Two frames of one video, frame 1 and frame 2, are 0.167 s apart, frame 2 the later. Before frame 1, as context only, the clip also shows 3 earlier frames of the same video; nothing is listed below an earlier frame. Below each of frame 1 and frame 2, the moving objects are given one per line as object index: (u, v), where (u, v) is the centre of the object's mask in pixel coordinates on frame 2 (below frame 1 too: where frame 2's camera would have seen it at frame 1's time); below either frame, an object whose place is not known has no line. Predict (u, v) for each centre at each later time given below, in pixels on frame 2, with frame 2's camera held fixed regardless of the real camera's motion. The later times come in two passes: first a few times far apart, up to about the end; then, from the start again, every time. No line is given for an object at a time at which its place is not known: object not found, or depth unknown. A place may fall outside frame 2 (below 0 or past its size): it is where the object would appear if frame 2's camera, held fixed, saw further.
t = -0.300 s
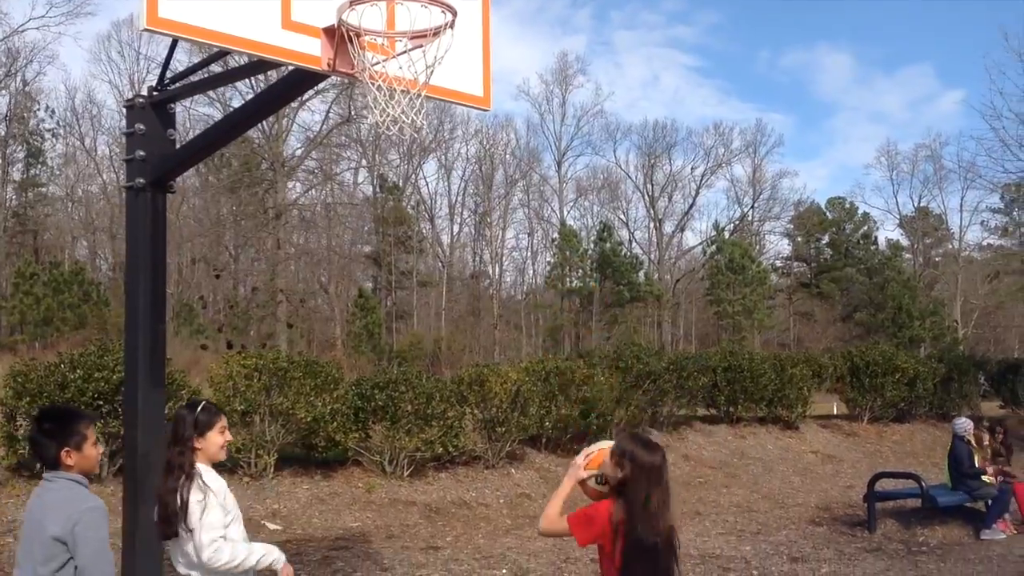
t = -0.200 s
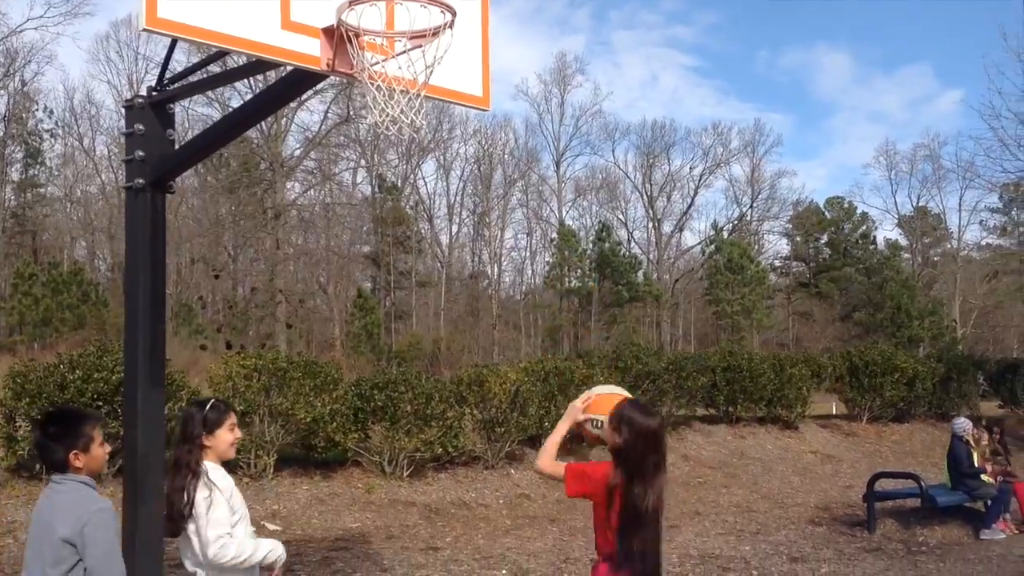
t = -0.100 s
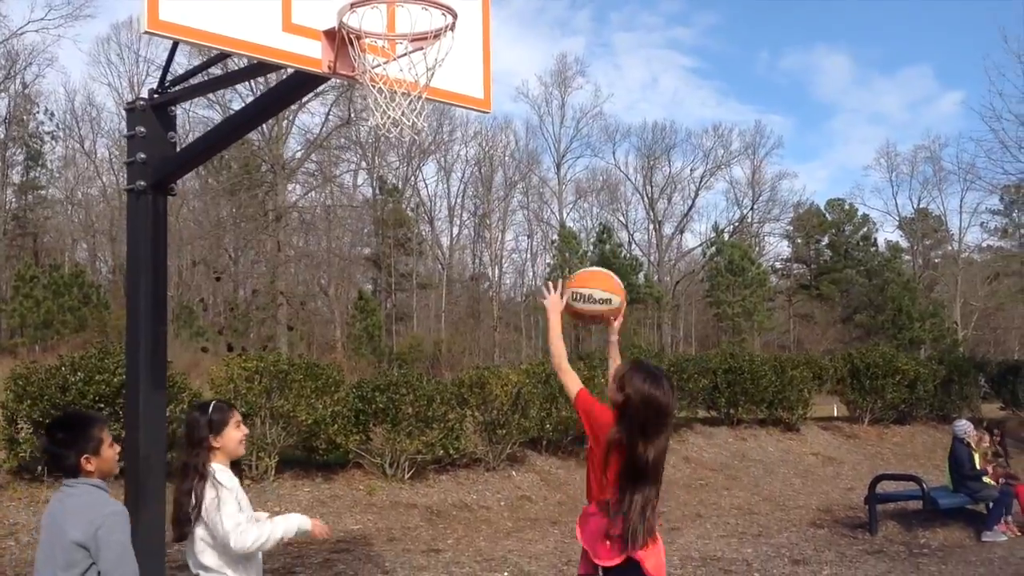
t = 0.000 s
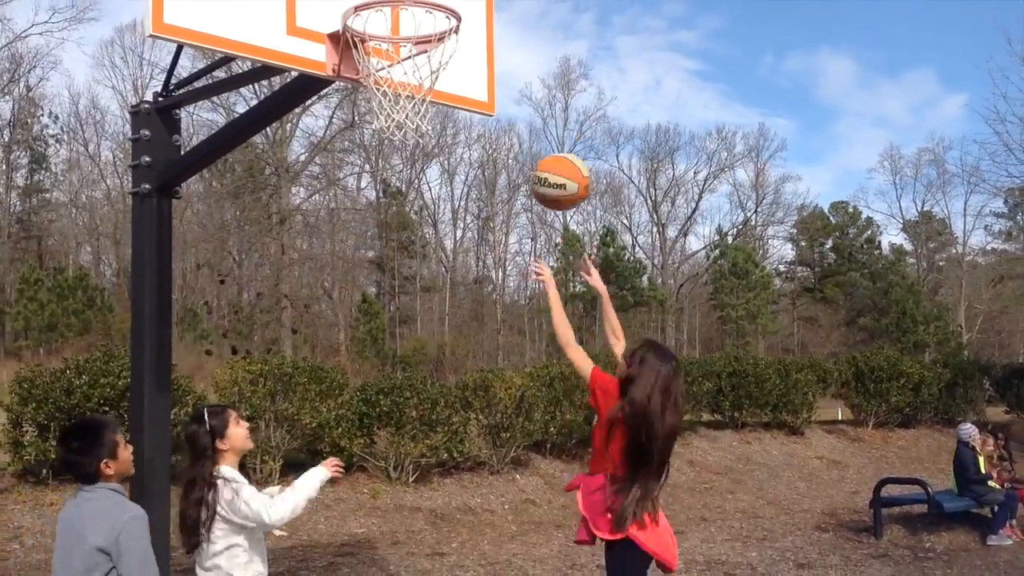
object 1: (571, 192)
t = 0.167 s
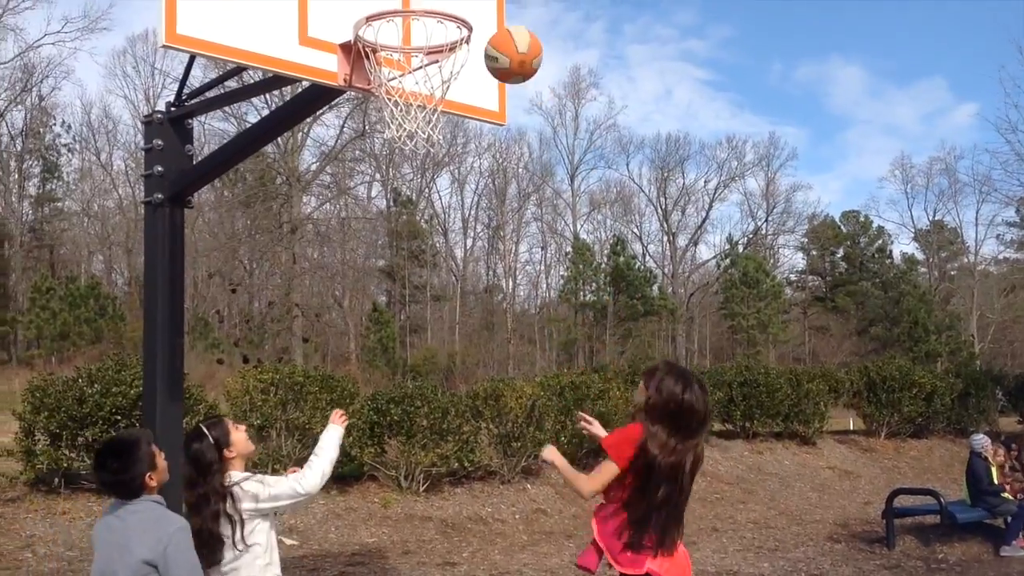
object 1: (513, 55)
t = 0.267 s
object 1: (510, 19)
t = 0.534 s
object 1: (641, 71)
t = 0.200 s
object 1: (502, 36)
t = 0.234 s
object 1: (495, 23)
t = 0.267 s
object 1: (510, 19)
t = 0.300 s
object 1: (525, 17)
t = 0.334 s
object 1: (541, 17)
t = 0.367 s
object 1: (557, 19)
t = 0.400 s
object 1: (573, 22)
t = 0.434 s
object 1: (590, 30)
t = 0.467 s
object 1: (607, 40)
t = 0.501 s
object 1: (623, 54)
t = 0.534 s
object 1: (641, 71)
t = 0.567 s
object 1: (658, 90)
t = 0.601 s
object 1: (676, 113)
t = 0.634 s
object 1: (694, 138)
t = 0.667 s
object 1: (714, 167)
